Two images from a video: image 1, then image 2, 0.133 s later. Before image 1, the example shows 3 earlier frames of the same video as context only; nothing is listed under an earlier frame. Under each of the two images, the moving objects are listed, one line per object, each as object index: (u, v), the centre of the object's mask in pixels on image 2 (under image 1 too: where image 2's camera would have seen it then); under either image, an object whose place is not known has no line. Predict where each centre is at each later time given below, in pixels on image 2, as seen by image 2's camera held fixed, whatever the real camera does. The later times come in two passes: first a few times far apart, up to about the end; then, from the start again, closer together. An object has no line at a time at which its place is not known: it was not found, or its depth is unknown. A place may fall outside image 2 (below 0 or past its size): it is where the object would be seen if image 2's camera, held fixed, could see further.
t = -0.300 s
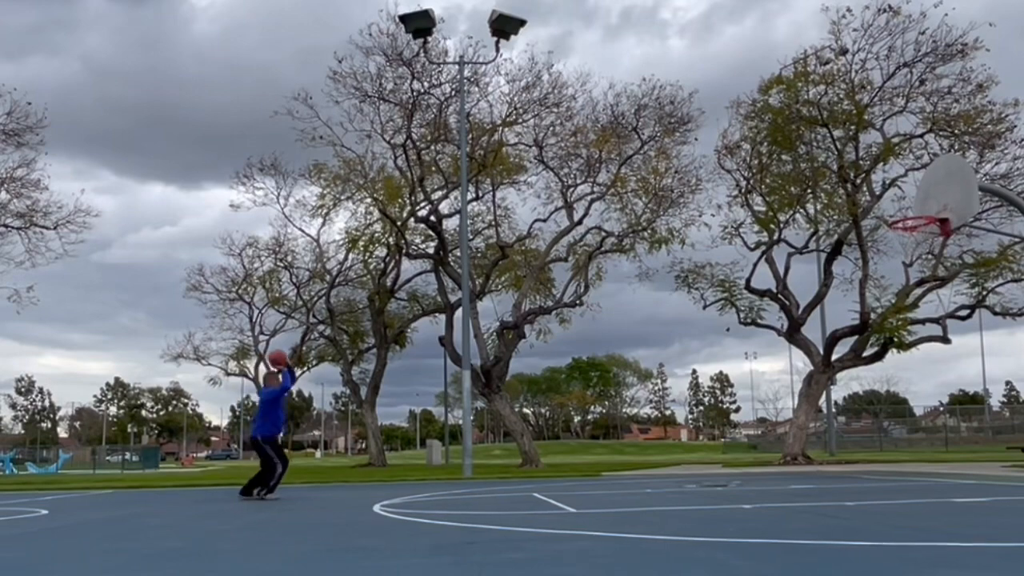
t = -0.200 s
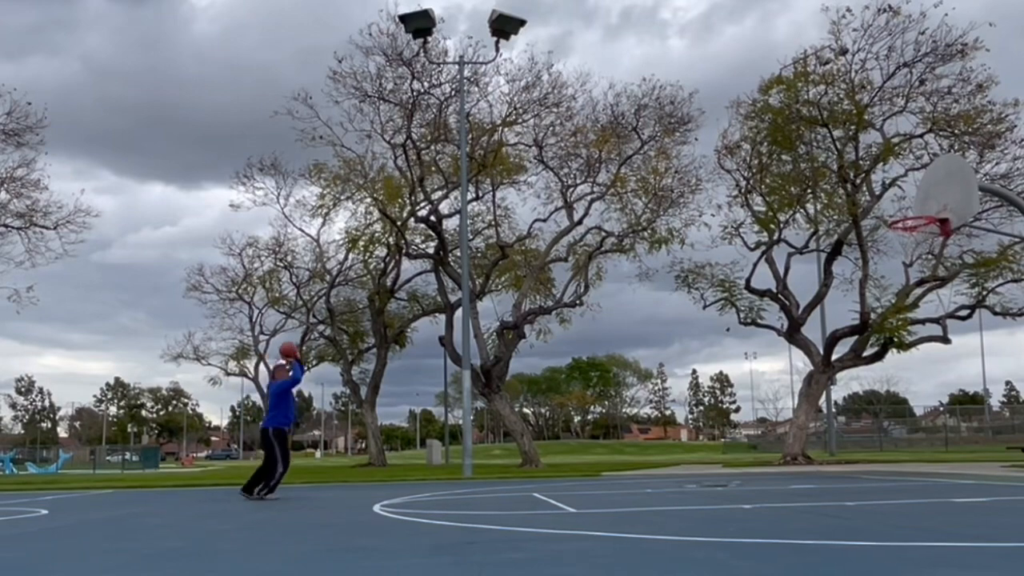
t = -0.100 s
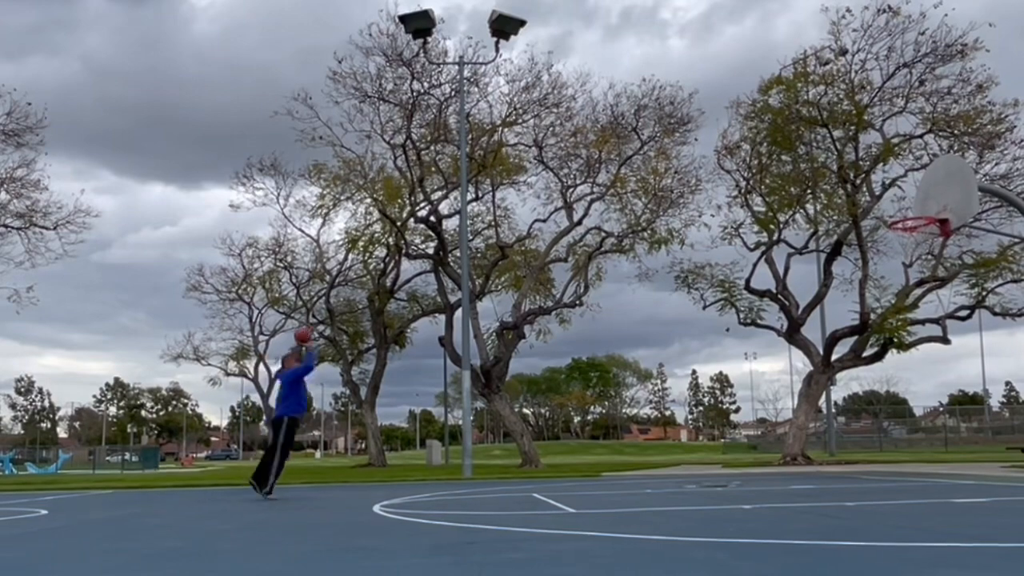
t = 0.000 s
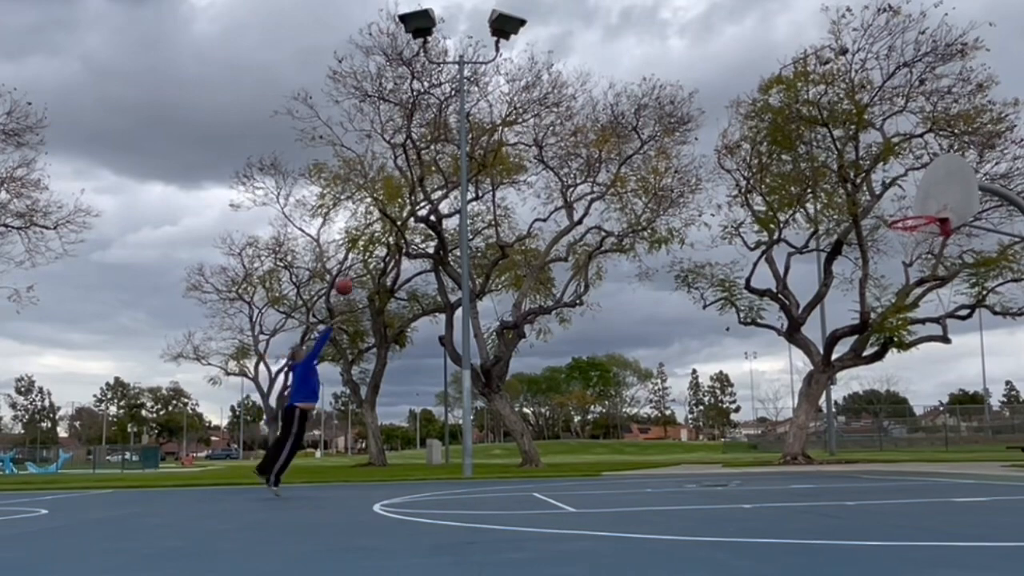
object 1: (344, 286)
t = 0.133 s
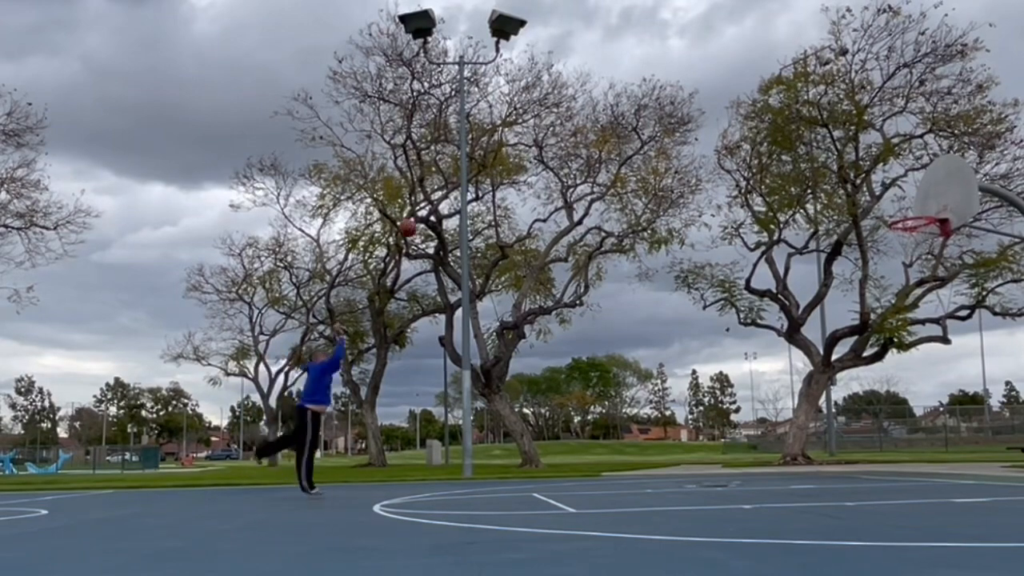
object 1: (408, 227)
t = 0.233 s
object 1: (454, 192)
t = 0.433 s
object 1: (551, 145)
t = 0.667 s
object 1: (668, 125)
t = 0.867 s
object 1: (772, 145)
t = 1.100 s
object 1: (899, 211)
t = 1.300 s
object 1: (935, 155)
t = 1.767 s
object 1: (976, 125)
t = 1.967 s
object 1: (998, 168)
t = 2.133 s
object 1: (1015, 232)
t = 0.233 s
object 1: (454, 192)
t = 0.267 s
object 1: (473, 182)
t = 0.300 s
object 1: (488, 173)
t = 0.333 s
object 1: (503, 165)
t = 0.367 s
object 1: (518, 157)
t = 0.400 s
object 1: (536, 150)
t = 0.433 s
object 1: (551, 145)
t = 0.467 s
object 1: (568, 138)
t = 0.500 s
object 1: (583, 136)
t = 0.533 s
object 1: (602, 132)
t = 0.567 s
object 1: (617, 130)
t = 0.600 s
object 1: (634, 128)
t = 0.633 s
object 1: (651, 127)
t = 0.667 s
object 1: (668, 125)
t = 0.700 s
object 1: (685, 126)
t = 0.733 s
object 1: (703, 129)
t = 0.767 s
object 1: (719, 131)
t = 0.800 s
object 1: (736, 135)
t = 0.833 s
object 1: (755, 139)
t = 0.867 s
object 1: (772, 145)
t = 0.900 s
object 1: (788, 151)
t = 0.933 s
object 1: (806, 159)
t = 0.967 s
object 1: (824, 167)
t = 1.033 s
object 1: (861, 188)
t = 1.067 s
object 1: (880, 198)
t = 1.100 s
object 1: (899, 211)
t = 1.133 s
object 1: (905, 201)
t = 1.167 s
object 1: (911, 190)
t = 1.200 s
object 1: (917, 180)
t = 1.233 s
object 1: (923, 171)
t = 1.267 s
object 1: (929, 162)
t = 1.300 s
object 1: (935, 155)
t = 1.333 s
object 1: (942, 148)
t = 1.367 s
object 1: (944, 141)
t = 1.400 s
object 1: (946, 135)
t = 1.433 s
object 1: (949, 129)
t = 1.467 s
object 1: (951, 125)
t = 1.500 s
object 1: (953, 122)
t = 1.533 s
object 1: (956, 119)
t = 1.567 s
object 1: (959, 117)
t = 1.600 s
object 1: (963, 115)
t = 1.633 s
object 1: (966, 115)
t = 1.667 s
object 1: (967, 116)
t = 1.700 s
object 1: (970, 118)
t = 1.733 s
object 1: (973, 121)
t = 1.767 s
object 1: (976, 125)
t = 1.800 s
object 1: (980, 130)
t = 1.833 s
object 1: (984, 135)
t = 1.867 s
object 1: (987, 142)
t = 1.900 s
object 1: (990, 149)
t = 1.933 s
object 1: (994, 157)
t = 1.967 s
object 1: (998, 168)
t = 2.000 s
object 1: (1001, 179)
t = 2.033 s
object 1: (1004, 190)
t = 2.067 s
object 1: (1009, 204)
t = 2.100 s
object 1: (1013, 217)
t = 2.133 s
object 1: (1015, 232)
